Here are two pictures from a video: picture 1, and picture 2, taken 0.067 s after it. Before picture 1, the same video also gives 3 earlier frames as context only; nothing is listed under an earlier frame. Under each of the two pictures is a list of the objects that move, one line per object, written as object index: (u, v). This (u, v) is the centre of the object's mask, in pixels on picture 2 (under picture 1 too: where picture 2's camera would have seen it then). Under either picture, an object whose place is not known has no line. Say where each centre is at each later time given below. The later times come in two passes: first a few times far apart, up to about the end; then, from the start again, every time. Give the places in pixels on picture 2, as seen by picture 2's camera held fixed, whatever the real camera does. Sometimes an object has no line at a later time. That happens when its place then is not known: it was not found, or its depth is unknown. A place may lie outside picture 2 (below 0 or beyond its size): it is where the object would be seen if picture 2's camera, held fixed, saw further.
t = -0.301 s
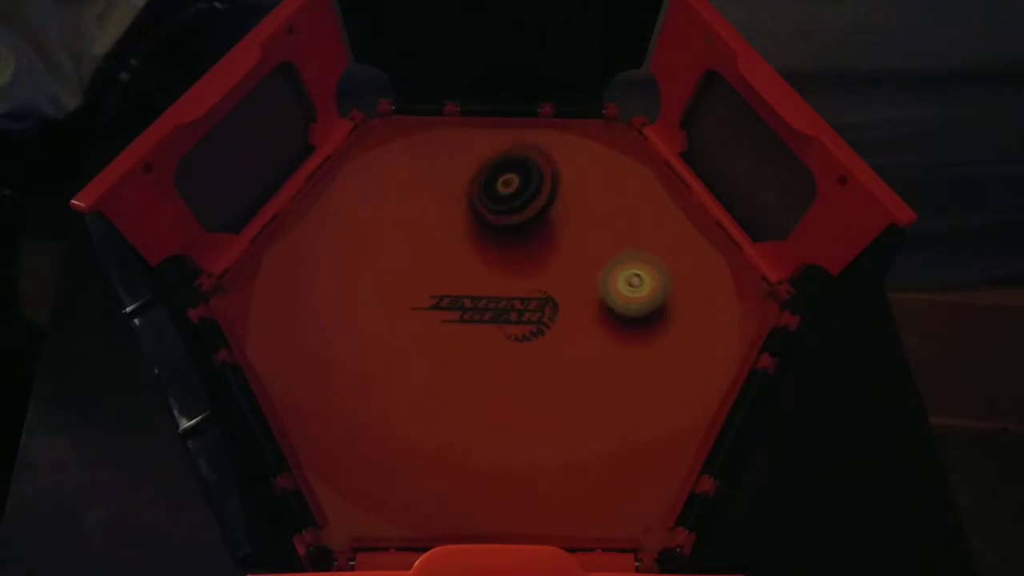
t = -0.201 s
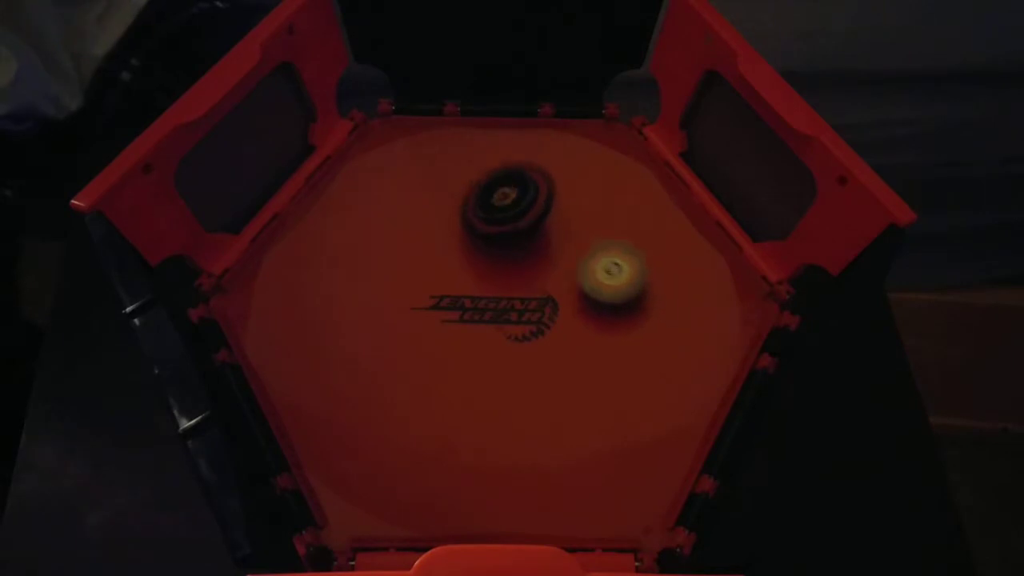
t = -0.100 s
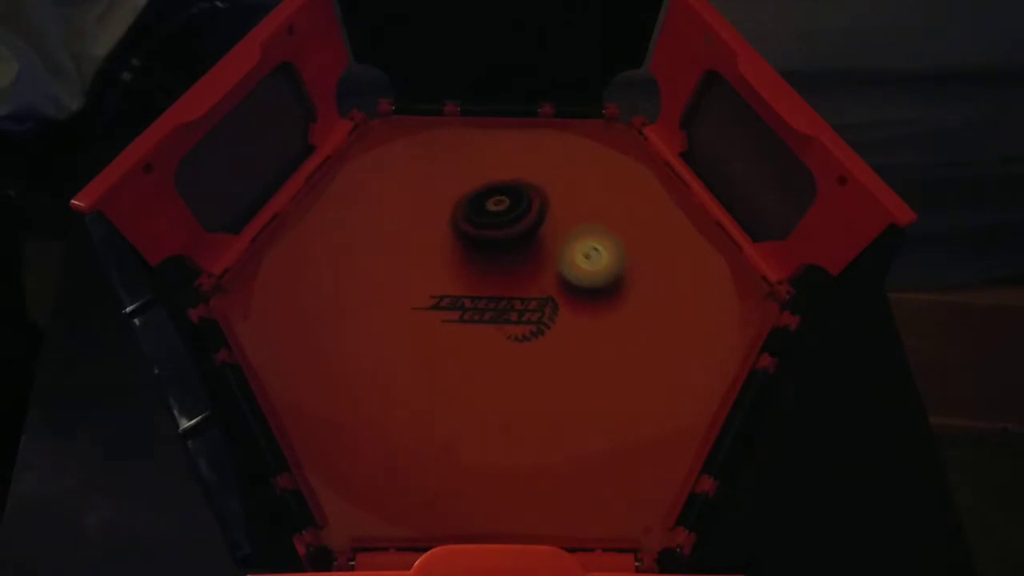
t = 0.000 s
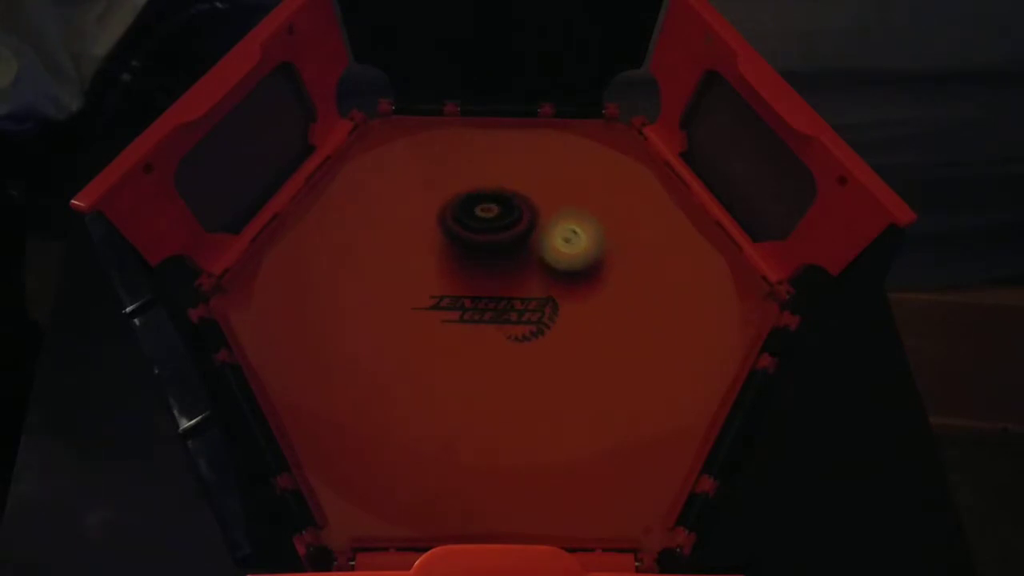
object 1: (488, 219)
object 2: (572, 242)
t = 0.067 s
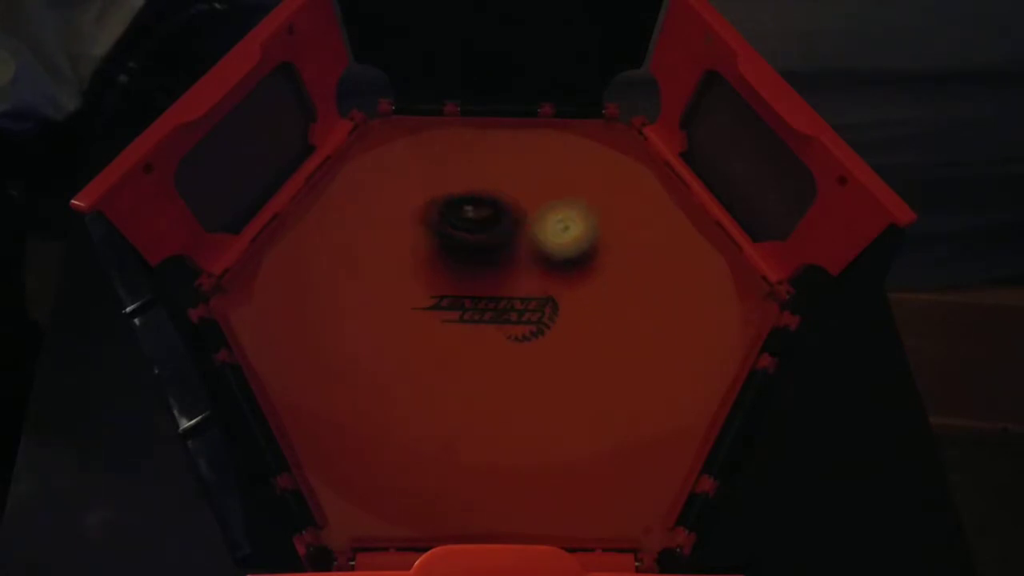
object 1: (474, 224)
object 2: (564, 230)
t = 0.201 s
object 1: (397, 231)
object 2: (592, 205)
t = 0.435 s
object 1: (375, 219)
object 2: (617, 189)
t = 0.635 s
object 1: (395, 220)
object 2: (597, 208)
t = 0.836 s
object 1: (448, 229)
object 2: (557, 229)
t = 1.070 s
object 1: (441, 247)
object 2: (574, 239)
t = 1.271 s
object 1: (452, 240)
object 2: (565, 260)
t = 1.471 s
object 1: (469, 241)
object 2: (550, 273)
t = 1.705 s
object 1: (469, 247)
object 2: (560, 302)
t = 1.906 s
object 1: (475, 251)
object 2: (558, 314)
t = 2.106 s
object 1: (485, 247)
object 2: (579, 316)
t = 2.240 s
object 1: (495, 254)
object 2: (585, 312)
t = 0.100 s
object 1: (449, 226)
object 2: (577, 222)
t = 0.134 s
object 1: (430, 230)
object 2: (585, 215)
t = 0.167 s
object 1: (411, 229)
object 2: (589, 210)
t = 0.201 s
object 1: (397, 231)
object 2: (592, 205)
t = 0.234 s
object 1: (385, 229)
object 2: (597, 201)
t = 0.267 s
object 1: (378, 229)
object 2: (601, 197)
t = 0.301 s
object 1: (373, 227)
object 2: (605, 196)
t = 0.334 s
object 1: (371, 225)
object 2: (609, 191)
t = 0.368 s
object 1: (371, 223)
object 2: (612, 190)
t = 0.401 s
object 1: (372, 221)
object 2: (615, 188)
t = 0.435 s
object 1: (375, 219)
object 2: (617, 189)
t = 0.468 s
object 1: (377, 218)
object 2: (617, 191)
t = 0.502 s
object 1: (382, 220)
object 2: (616, 193)
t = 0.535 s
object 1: (383, 220)
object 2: (614, 196)
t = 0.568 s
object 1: (387, 221)
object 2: (610, 200)
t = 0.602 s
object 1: (389, 221)
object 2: (604, 204)
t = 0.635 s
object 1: (395, 220)
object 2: (597, 208)
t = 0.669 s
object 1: (399, 224)
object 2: (591, 211)
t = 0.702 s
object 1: (406, 221)
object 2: (585, 215)
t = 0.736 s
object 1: (416, 225)
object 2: (578, 217)
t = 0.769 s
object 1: (423, 227)
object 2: (571, 220)
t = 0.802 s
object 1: (436, 226)
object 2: (564, 224)
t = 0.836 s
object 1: (448, 229)
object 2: (557, 229)
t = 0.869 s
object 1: (458, 230)
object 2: (551, 232)
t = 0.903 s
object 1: (465, 228)
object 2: (550, 232)
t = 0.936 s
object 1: (458, 236)
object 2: (559, 231)
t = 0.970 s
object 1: (449, 243)
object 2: (565, 231)
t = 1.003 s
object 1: (444, 244)
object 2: (569, 233)
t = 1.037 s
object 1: (442, 245)
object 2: (572, 236)
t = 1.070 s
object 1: (441, 247)
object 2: (574, 239)
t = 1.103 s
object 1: (441, 246)
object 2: (574, 243)
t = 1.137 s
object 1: (442, 241)
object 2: (574, 247)
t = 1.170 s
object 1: (441, 243)
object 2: (574, 251)
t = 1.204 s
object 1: (443, 244)
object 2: (571, 254)
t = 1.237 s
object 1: (447, 243)
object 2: (568, 257)
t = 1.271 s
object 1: (452, 240)
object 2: (565, 260)
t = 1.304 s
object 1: (453, 238)
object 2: (560, 263)
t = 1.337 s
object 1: (459, 239)
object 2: (555, 264)
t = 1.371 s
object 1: (465, 242)
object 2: (550, 265)
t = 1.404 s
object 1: (469, 244)
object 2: (545, 266)
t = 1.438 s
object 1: (469, 241)
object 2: (546, 268)
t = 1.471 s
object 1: (469, 241)
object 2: (550, 273)
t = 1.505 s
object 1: (466, 240)
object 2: (553, 277)
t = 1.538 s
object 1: (467, 238)
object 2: (555, 281)
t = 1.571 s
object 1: (466, 242)
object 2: (558, 286)
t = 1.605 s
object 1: (465, 244)
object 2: (559, 291)
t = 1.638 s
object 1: (468, 243)
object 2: (560, 294)
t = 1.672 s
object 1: (468, 245)
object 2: (559, 298)
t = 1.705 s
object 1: (469, 247)
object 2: (560, 302)
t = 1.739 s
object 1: (471, 247)
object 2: (558, 305)
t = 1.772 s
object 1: (476, 247)
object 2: (556, 308)
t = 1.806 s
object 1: (478, 250)
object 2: (553, 310)
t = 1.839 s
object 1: (481, 254)
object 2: (549, 311)
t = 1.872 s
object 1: (479, 253)
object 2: (552, 312)
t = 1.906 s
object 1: (475, 251)
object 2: (558, 314)
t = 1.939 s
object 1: (472, 250)
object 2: (561, 315)
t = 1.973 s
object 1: (471, 249)
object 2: (566, 316)
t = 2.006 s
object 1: (472, 248)
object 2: (570, 316)
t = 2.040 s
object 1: (477, 248)
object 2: (573, 317)
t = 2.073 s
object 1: (481, 247)
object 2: (577, 316)
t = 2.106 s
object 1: (485, 247)
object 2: (579, 316)
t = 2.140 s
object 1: (489, 248)
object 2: (581, 315)
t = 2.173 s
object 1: (492, 249)
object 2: (583, 315)
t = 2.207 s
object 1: (493, 251)
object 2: (583, 314)
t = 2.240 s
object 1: (495, 254)
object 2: (585, 312)
